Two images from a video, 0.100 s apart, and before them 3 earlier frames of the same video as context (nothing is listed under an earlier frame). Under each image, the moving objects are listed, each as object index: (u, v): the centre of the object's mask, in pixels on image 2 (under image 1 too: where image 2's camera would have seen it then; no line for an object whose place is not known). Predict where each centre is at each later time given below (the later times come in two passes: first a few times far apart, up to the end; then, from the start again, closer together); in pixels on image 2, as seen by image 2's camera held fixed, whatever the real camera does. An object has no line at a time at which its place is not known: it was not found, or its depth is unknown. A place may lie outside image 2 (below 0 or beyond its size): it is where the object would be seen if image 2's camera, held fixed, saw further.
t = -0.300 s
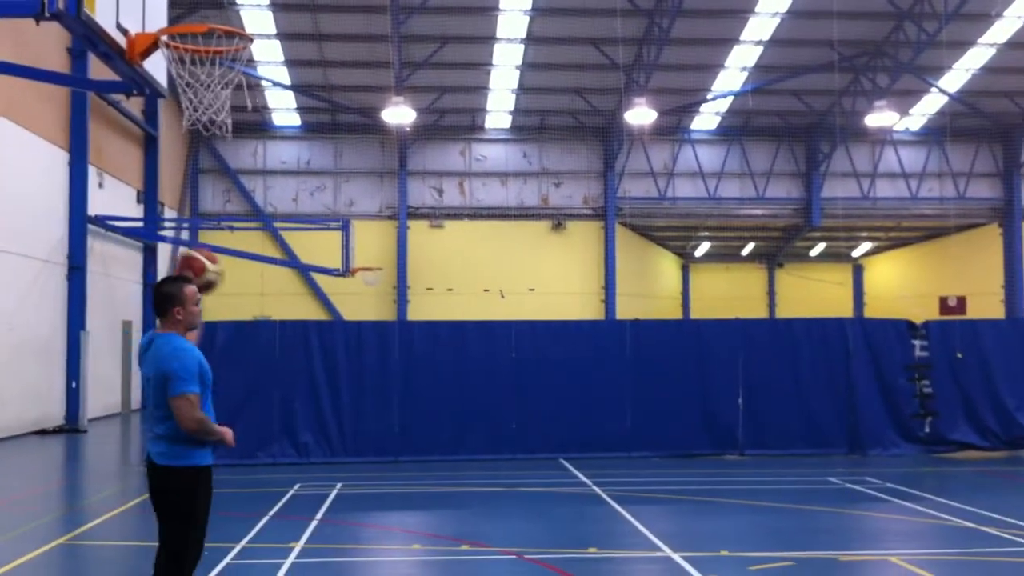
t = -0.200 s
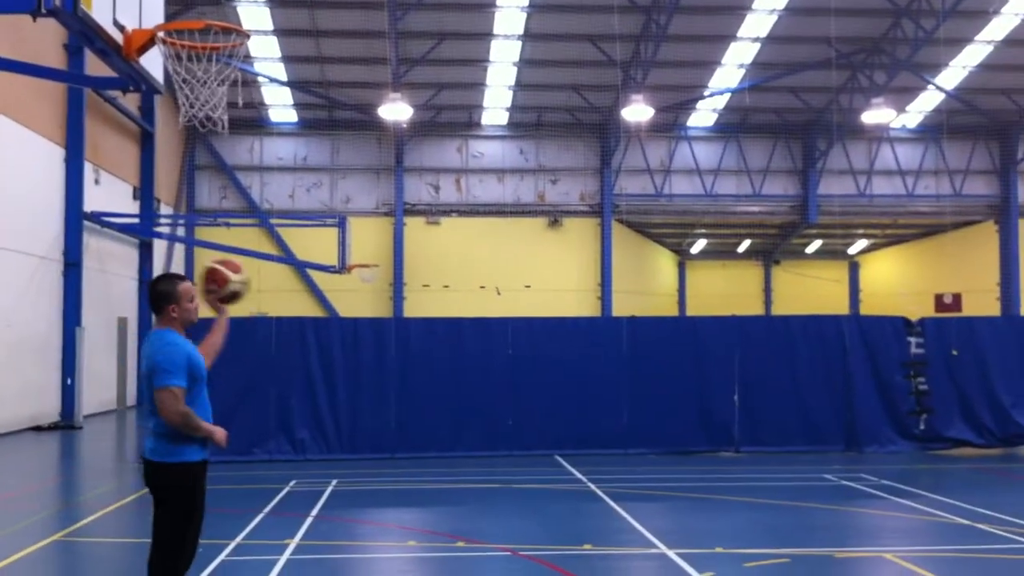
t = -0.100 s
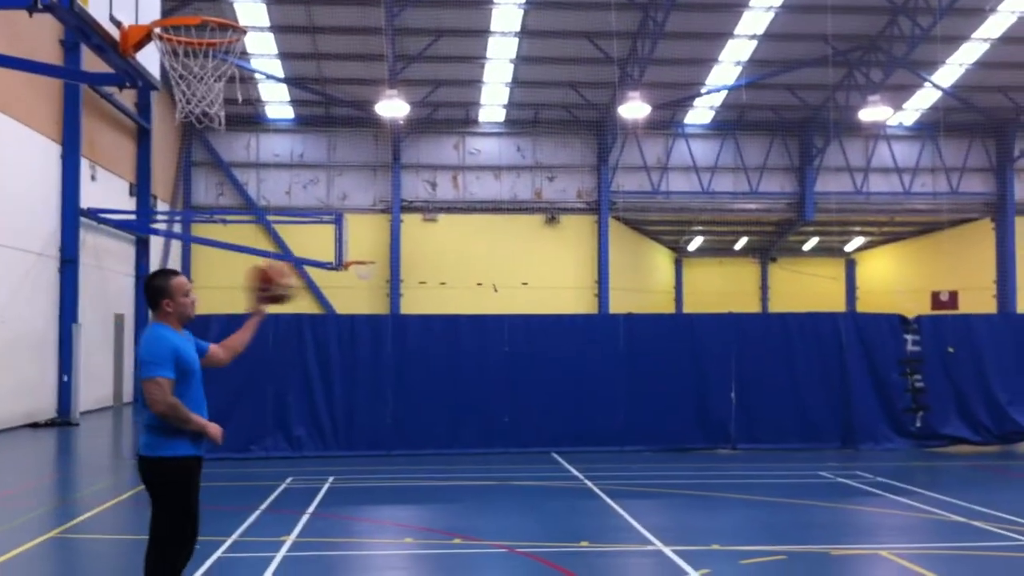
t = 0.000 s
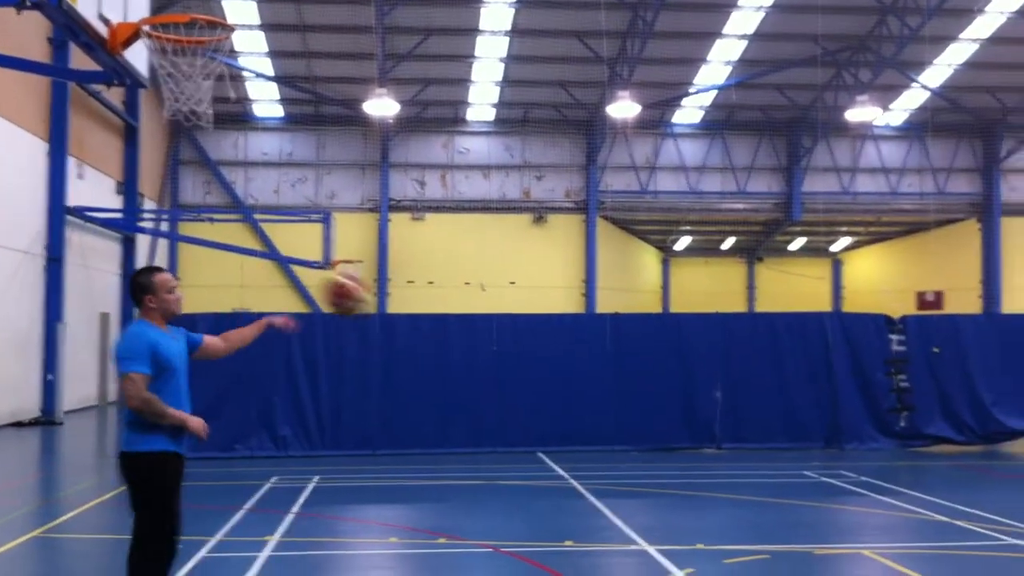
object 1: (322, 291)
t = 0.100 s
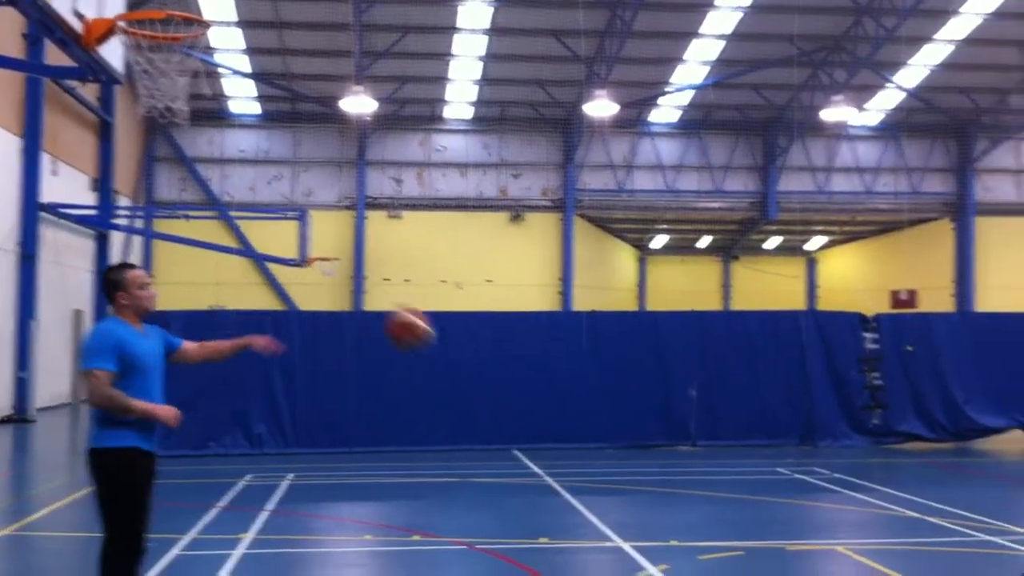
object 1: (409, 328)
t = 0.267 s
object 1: (541, 426)
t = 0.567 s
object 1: (722, 492)
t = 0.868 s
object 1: (828, 367)
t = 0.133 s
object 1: (435, 342)
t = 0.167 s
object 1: (461, 361)
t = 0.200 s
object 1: (488, 382)
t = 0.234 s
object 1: (514, 403)
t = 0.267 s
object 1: (541, 426)
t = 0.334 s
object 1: (594, 482)
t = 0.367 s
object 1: (620, 513)
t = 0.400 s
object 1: (645, 546)
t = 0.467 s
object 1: (688, 574)
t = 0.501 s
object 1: (697, 539)
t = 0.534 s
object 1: (710, 515)
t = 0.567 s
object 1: (722, 492)
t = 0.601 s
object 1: (734, 470)
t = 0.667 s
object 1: (756, 433)
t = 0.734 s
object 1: (778, 401)
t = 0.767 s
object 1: (791, 389)
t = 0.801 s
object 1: (801, 379)
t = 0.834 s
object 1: (815, 372)
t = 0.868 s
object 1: (828, 367)
